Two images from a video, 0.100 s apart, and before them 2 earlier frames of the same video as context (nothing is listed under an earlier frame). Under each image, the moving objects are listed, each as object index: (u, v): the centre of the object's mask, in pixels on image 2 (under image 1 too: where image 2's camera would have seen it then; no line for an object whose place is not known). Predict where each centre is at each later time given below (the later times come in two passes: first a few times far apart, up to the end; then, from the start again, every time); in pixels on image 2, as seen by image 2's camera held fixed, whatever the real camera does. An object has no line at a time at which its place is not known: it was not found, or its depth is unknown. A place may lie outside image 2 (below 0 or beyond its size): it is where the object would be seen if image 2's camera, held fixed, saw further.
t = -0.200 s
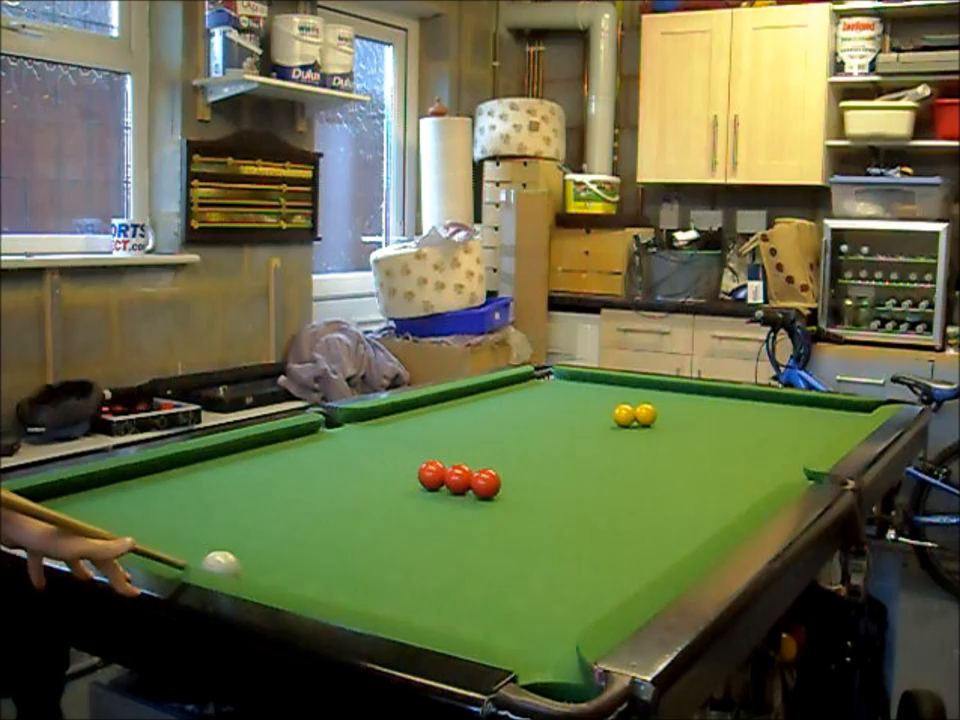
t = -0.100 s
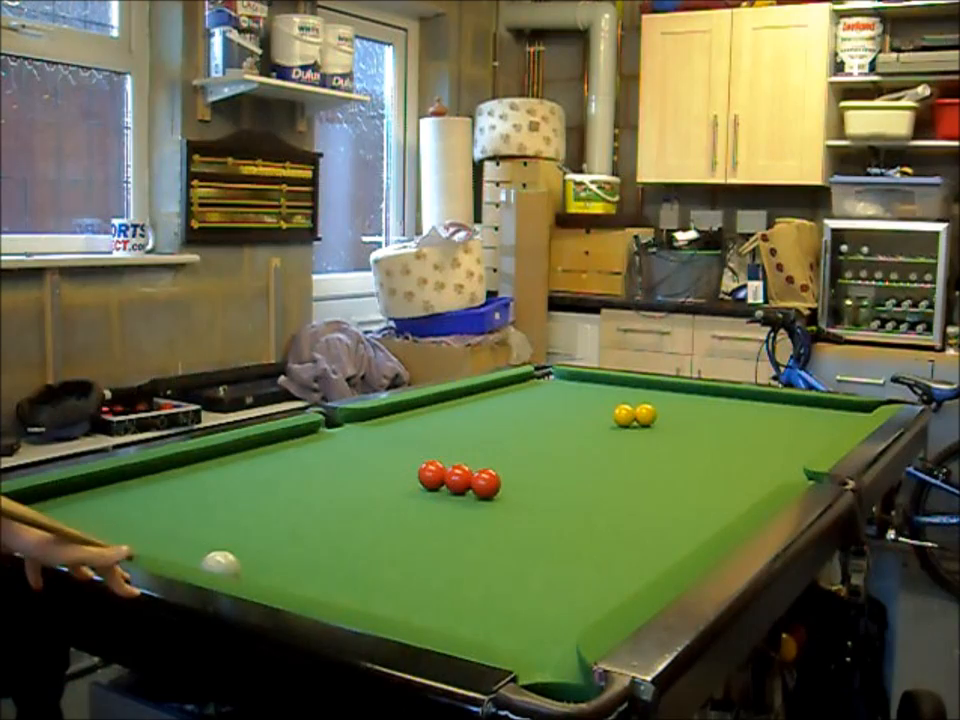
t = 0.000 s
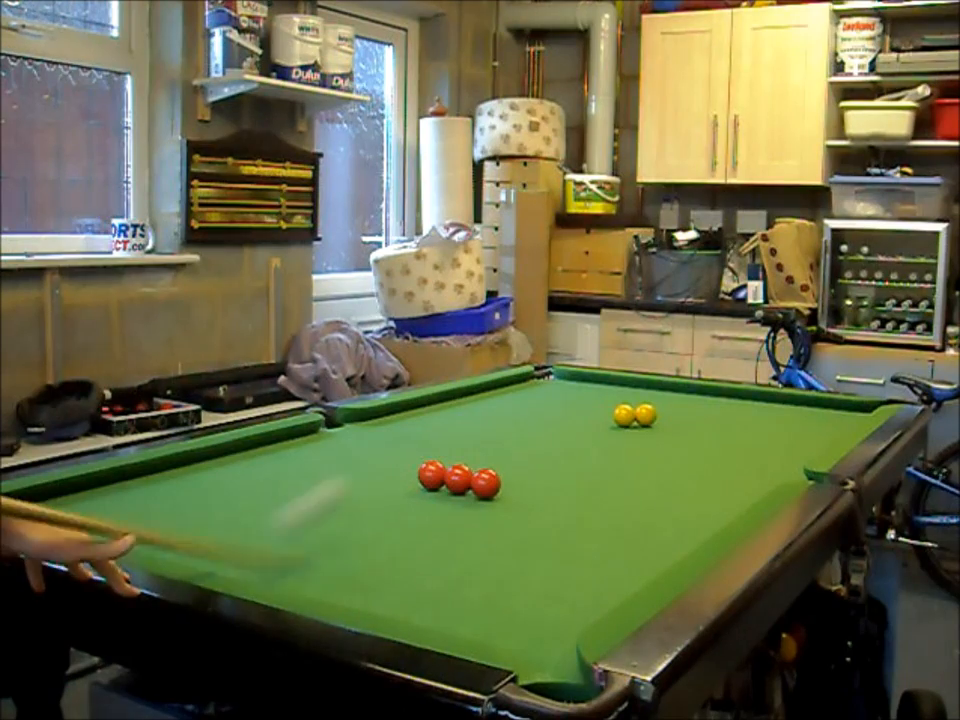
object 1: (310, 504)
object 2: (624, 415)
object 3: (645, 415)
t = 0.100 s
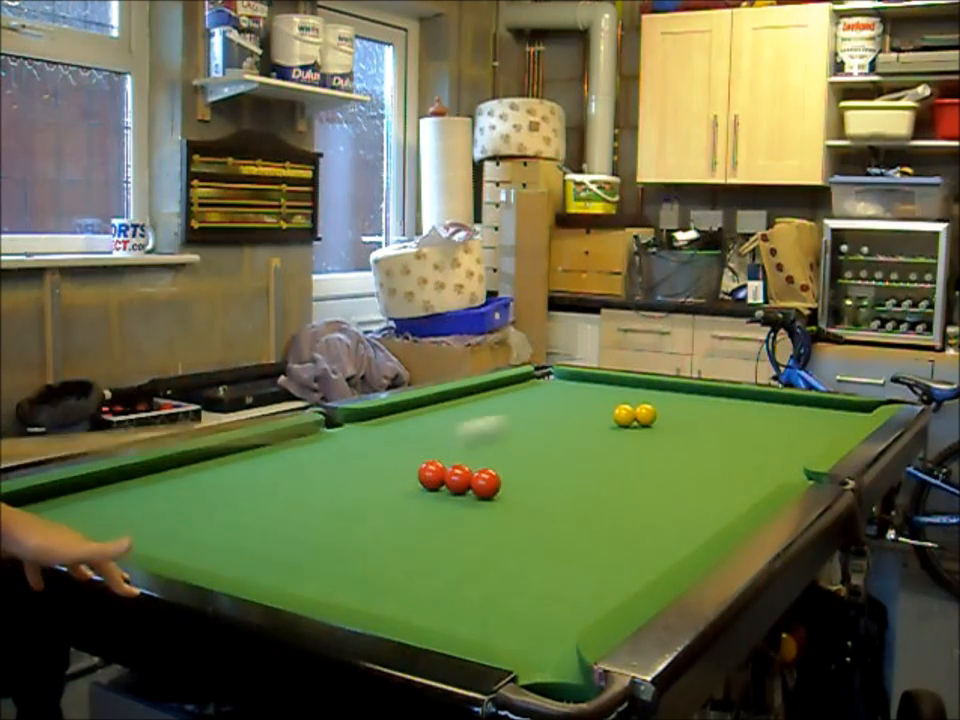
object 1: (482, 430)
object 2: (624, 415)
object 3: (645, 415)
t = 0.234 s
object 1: (611, 412)
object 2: (626, 417)
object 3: (647, 415)
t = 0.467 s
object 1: (645, 411)
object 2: (561, 377)
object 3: (824, 408)
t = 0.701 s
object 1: (681, 405)
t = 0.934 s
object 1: (714, 397)
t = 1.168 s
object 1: (739, 393)
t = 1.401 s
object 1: (741, 398)
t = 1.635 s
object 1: (744, 403)
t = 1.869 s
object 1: (748, 408)
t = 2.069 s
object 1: (751, 412)
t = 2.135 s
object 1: (751, 414)
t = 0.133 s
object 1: (523, 422)
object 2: (624, 415)
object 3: (645, 415)
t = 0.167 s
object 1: (557, 422)
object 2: (624, 415)
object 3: (645, 415)
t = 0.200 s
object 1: (588, 427)
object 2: (624, 415)
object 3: (645, 415)
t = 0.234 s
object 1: (611, 412)
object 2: (626, 417)
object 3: (647, 415)
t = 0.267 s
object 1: (621, 396)
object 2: (608, 404)
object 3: (675, 414)
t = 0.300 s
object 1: (626, 386)
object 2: (602, 399)
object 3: (706, 412)
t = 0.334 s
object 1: (630, 382)
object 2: (592, 395)
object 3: (733, 411)
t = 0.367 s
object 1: (634, 382)
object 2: (584, 390)
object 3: (759, 411)
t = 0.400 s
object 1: (638, 386)
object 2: (575, 386)
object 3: (783, 410)
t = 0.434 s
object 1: (641, 393)
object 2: (568, 382)
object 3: (804, 409)
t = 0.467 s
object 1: (645, 411)
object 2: (561, 377)
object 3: (824, 408)
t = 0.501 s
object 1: (650, 407)
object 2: (554, 374)
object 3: (844, 406)
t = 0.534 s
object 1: (656, 407)
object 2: (548, 370)
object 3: (861, 406)
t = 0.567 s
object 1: (661, 409)
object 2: (543, 369)
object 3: (876, 403)
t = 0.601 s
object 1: (666, 408)
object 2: (536, 369)
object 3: (896, 401)
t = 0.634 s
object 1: (671, 407)
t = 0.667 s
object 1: (676, 406)
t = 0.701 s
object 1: (681, 405)
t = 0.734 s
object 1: (686, 404)
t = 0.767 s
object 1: (691, 403)
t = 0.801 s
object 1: (696, 401)
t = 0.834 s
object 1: (700, 400)
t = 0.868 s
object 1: (705, 399)
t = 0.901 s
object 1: (709, 398)
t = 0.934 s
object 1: (714, 397)
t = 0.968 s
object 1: (718, 396)
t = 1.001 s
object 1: (722, 395)
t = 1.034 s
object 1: (726, 395)
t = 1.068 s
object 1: (730, 393)
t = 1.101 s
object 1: (735, 393)
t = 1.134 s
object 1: (738, 392)
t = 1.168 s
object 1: (739, 393)
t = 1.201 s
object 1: (739, 394)
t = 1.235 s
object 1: (740, 394)
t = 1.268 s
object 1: (740, 395)
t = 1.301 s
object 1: (740, 396)
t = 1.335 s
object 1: (740, 396)
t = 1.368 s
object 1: (741, 397)
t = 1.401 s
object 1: (741, 398)
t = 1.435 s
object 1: (742, 399)
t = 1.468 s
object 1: (742, 399)
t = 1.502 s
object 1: (742, 400)
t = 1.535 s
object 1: (743, 401)
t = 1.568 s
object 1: (743, 402)
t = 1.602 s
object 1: (744, 403)
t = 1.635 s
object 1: (744, 403)
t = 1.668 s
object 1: (745, 404)
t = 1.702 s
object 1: (746, 405)
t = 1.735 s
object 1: (746, 405)
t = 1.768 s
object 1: (746, 406)
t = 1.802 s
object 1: (747, 407)
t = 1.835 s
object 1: (747, 407)
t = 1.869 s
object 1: (748, 408)
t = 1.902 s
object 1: (748, 409)
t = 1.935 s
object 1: (748, 410)
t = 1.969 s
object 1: (749, 411)
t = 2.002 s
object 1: (749, 411)
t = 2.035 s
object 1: (750, 412)
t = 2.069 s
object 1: (751, 412)
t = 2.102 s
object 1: (751, 413)
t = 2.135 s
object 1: (751, 414)
